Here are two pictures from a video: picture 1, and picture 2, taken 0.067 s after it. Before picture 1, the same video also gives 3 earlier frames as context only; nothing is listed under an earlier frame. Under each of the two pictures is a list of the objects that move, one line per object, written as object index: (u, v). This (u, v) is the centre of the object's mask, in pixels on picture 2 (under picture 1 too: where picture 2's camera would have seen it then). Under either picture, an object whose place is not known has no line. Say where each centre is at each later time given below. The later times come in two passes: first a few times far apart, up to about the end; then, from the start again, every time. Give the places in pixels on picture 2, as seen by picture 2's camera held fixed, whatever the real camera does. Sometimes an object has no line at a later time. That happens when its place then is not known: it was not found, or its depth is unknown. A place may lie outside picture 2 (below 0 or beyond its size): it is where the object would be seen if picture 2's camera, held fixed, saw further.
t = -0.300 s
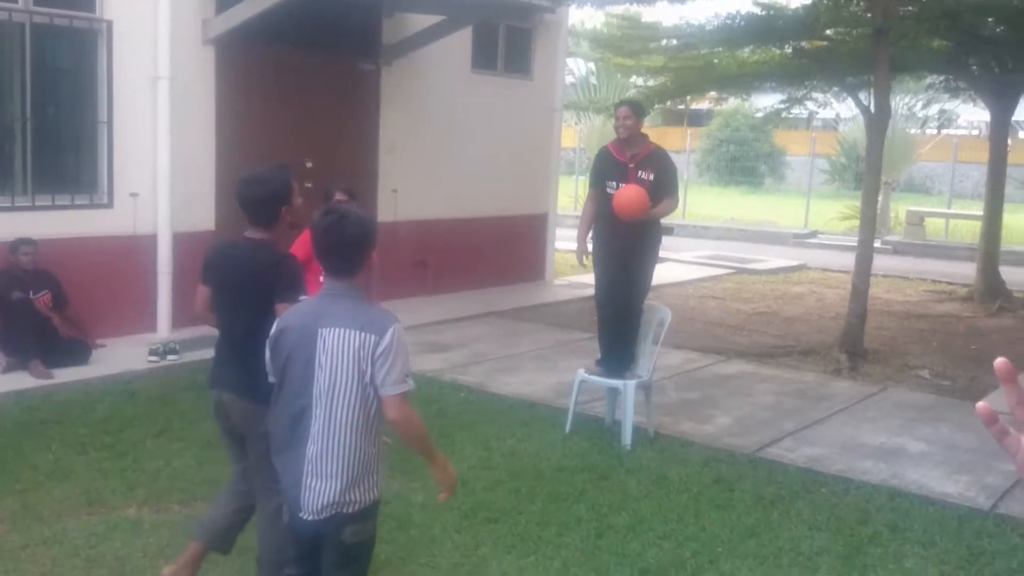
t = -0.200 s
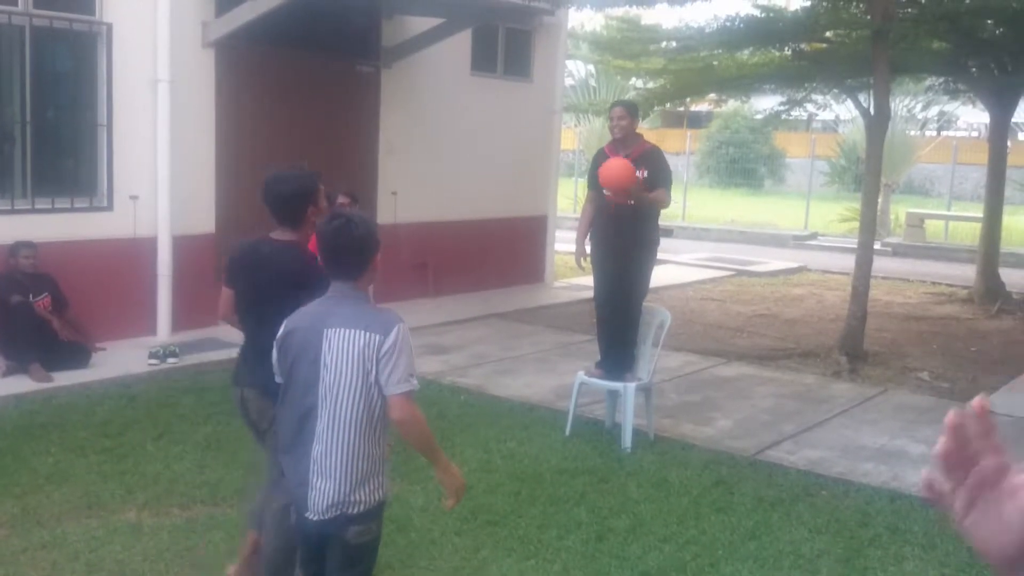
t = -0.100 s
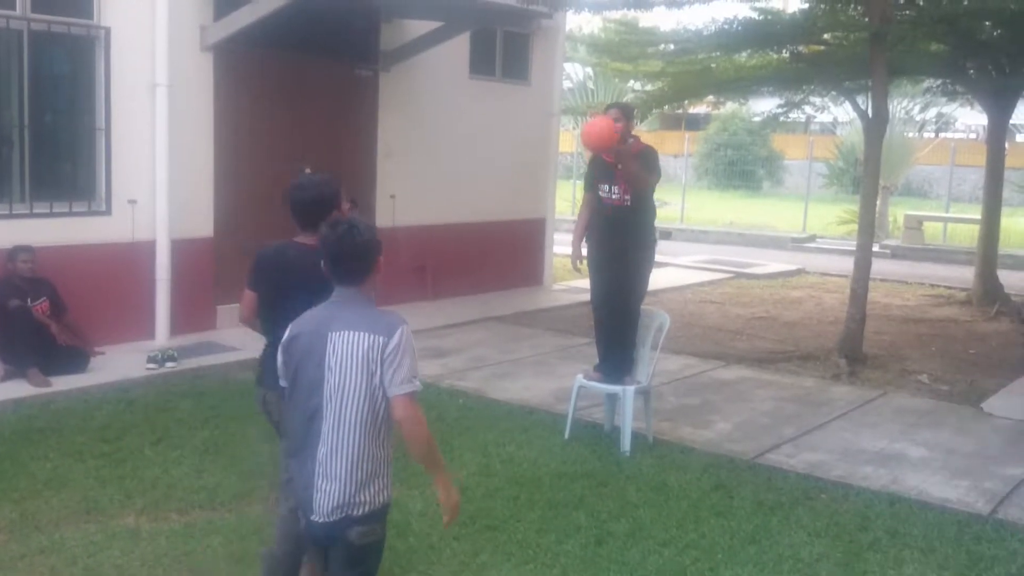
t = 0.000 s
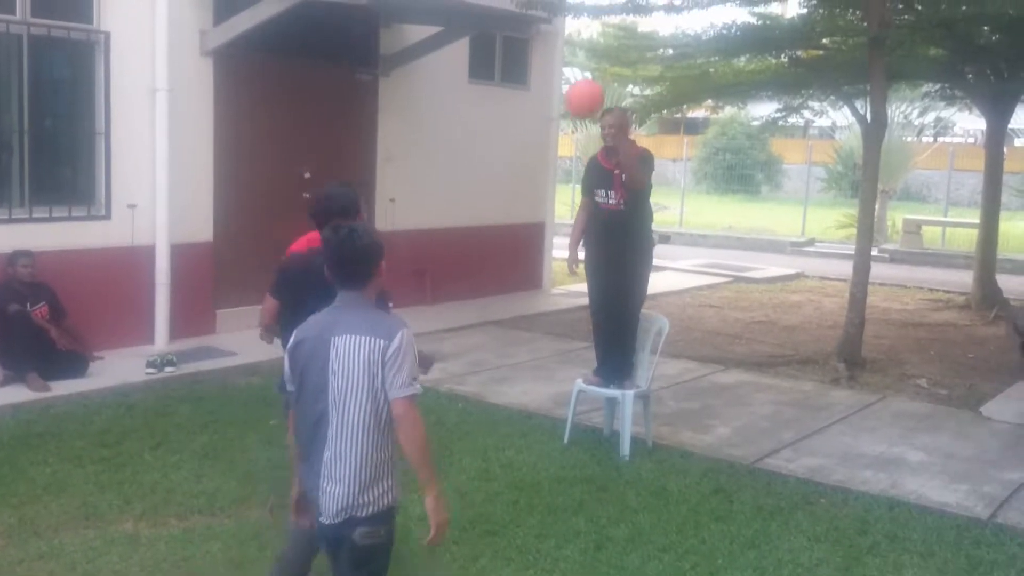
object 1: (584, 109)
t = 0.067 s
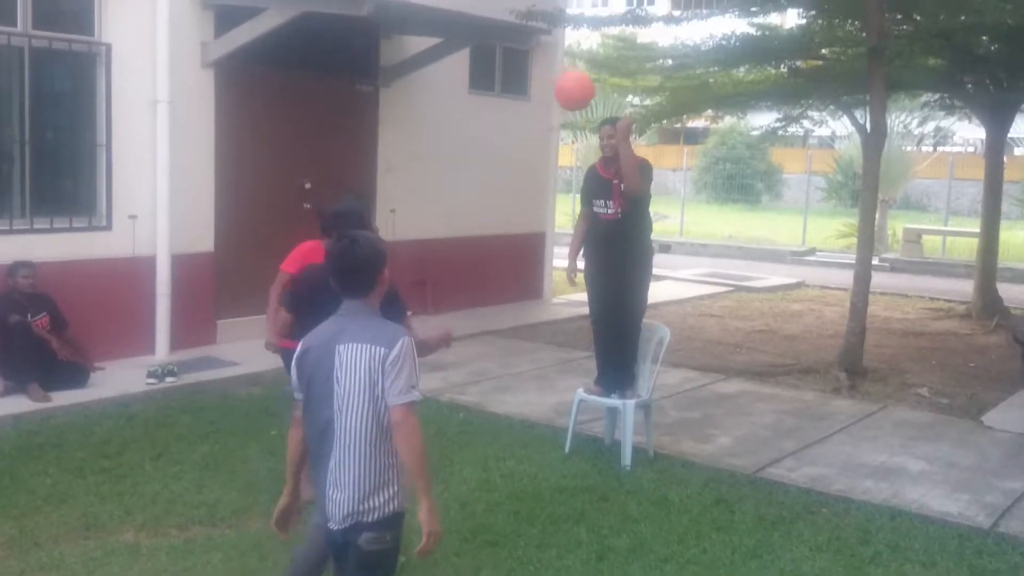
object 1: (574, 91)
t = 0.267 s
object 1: (537, 85)
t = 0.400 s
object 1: (508, 127)
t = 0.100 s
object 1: (568, 85)
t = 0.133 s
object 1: (562, 81)
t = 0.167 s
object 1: (557, 79)
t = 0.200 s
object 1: (550, 79)
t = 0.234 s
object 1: (544, 81)
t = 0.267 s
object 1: (537, 85)
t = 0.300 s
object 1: (530, 93)
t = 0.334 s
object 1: (523, 102)
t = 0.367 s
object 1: (516, 114)
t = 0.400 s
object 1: (508, 127)
